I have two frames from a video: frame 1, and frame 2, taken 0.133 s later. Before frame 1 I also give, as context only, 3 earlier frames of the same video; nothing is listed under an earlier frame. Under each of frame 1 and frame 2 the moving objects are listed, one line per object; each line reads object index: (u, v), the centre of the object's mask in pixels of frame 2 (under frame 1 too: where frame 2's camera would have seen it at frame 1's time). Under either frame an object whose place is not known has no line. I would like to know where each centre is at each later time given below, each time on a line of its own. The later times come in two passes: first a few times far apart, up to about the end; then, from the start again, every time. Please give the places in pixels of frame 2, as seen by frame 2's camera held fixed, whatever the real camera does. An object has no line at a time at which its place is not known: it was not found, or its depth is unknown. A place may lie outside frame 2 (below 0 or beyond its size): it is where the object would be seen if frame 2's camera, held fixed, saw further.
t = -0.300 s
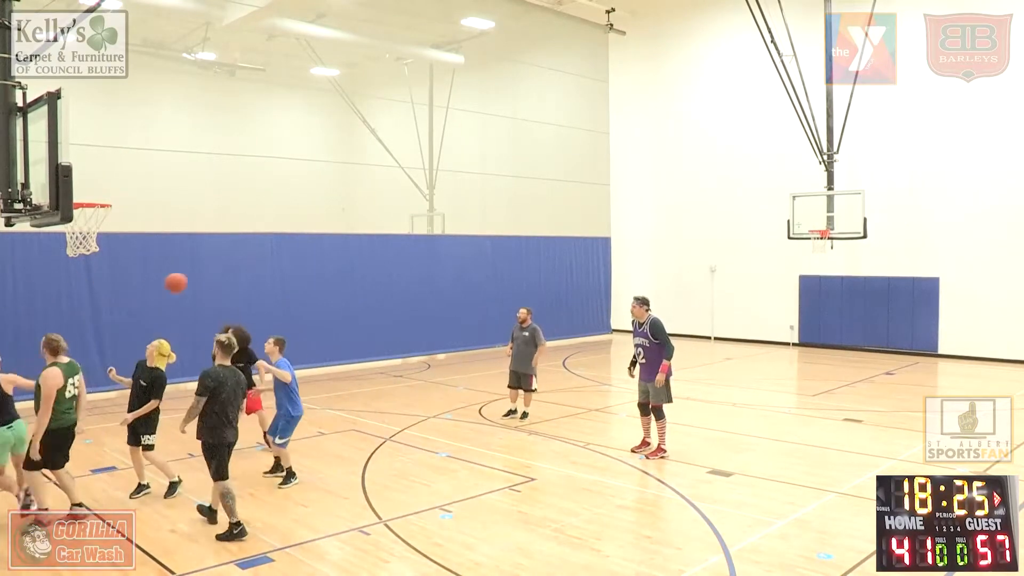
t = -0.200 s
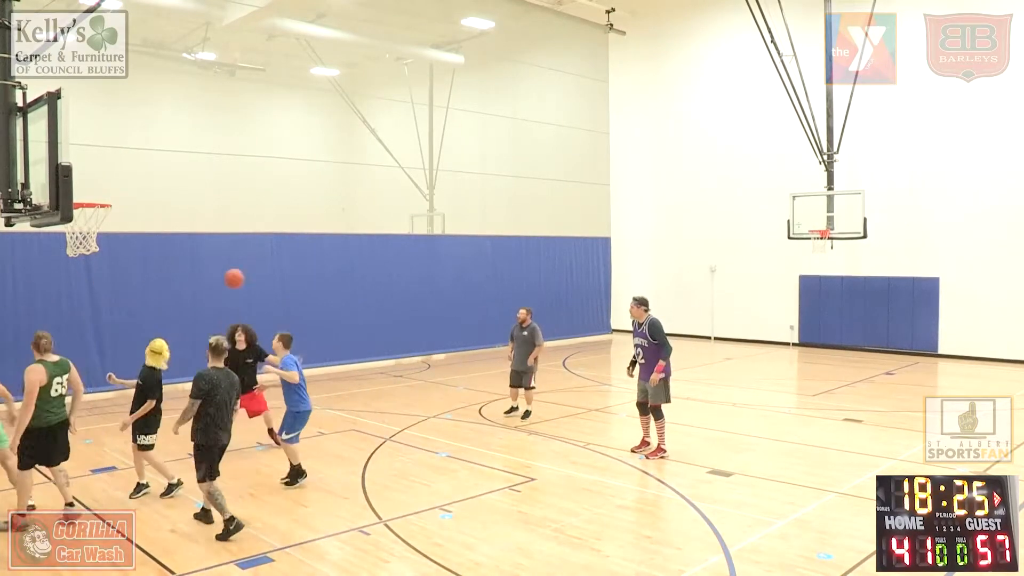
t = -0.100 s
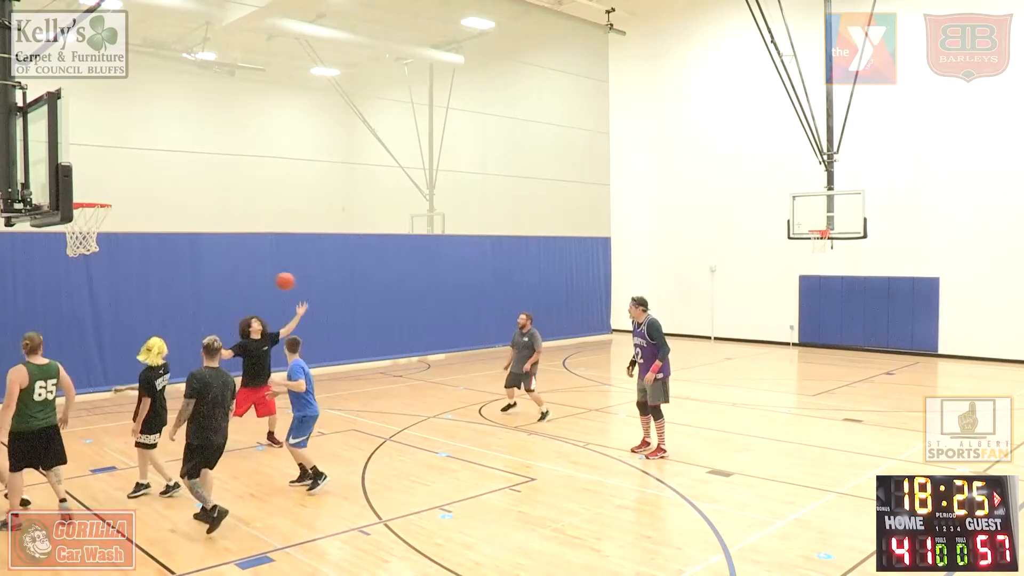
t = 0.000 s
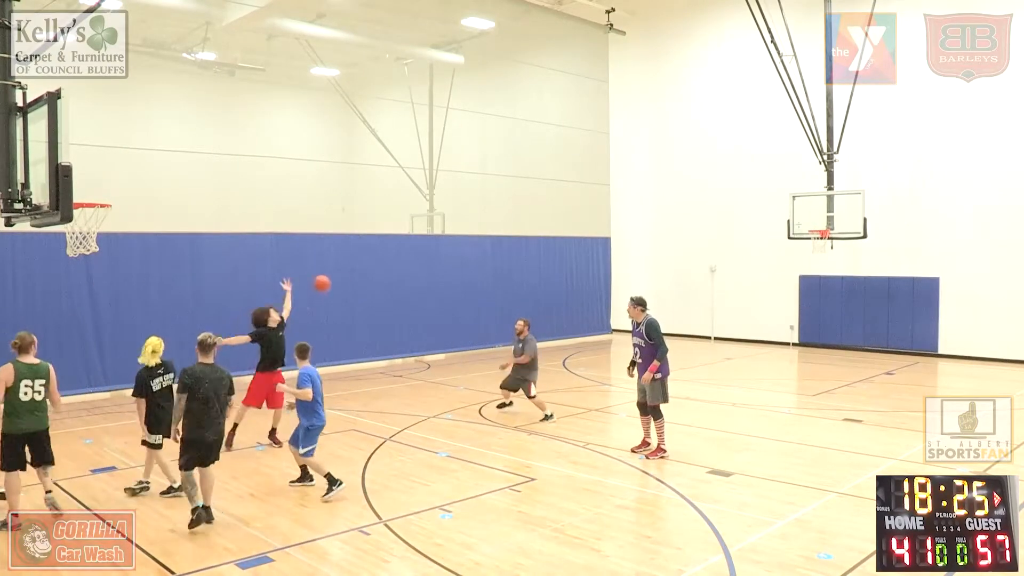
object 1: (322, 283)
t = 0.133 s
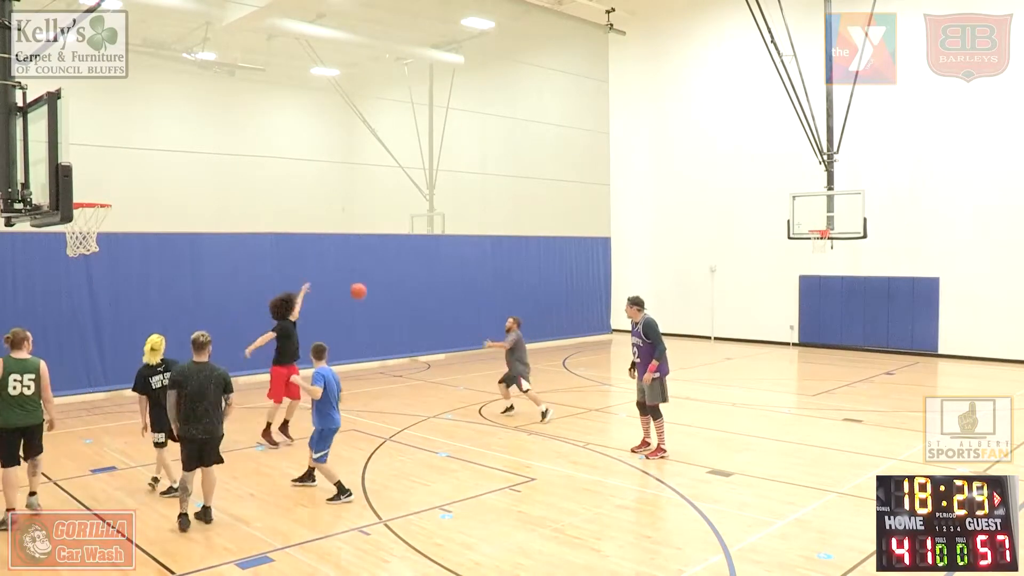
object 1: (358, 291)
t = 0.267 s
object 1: (390, 309)
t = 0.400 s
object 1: (417, 334)
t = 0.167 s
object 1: (366, 295)
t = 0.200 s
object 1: (374, 299)
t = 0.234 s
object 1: (382, 304)
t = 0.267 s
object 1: (390, 309)
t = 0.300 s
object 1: (397, 314)
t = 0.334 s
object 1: (404, 320)
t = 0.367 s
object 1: (411, 327)
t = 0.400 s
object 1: (417, 334)
